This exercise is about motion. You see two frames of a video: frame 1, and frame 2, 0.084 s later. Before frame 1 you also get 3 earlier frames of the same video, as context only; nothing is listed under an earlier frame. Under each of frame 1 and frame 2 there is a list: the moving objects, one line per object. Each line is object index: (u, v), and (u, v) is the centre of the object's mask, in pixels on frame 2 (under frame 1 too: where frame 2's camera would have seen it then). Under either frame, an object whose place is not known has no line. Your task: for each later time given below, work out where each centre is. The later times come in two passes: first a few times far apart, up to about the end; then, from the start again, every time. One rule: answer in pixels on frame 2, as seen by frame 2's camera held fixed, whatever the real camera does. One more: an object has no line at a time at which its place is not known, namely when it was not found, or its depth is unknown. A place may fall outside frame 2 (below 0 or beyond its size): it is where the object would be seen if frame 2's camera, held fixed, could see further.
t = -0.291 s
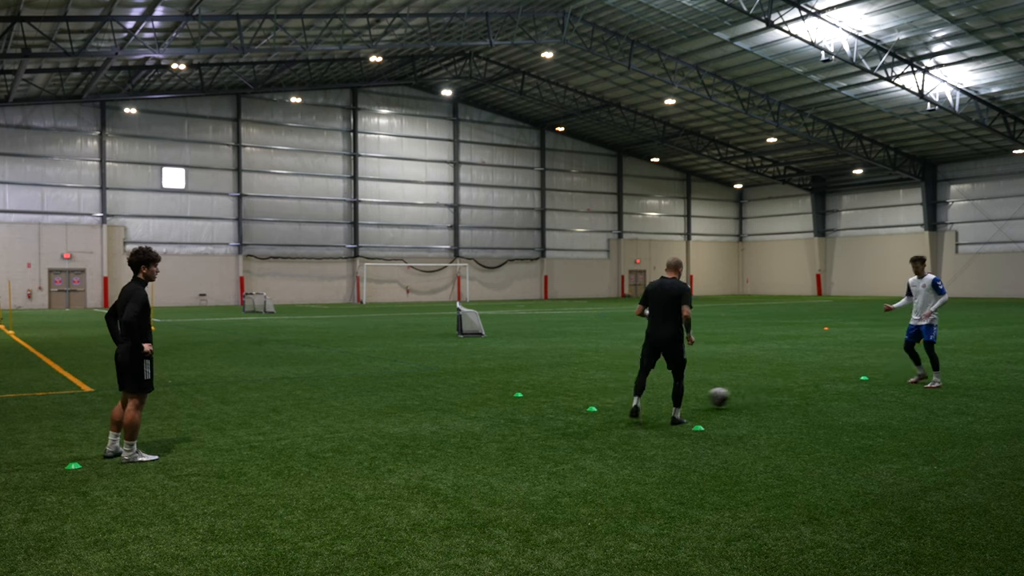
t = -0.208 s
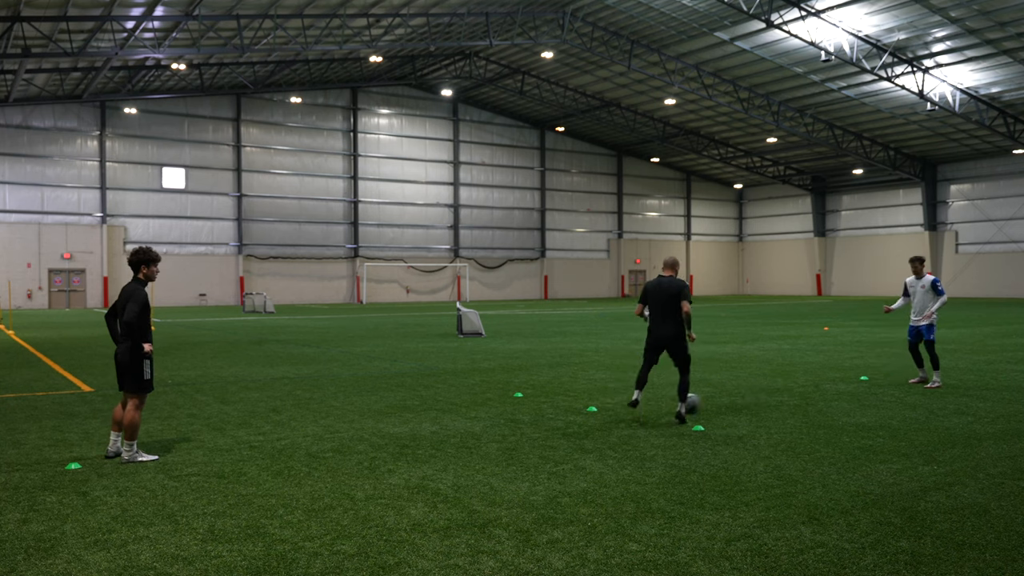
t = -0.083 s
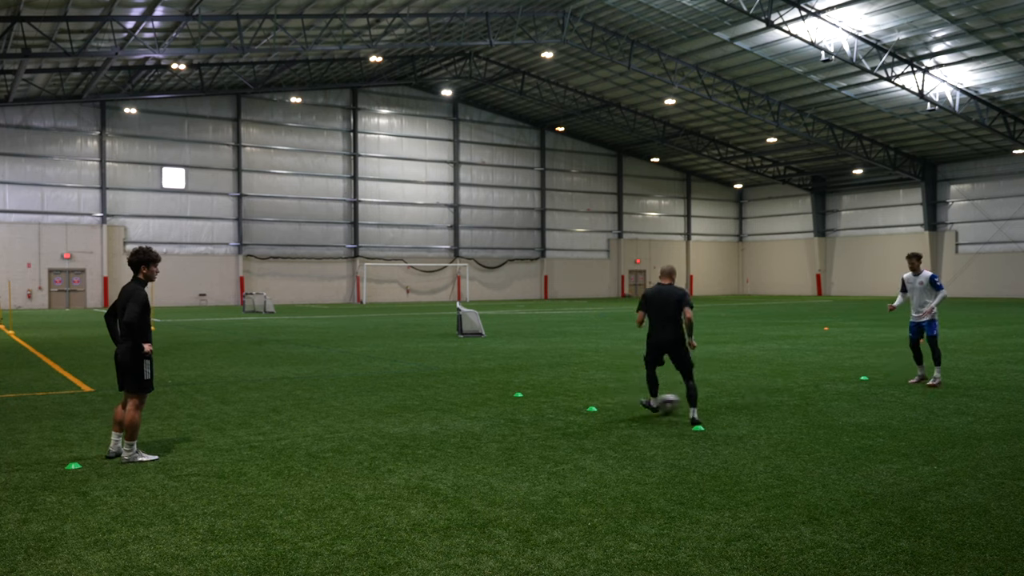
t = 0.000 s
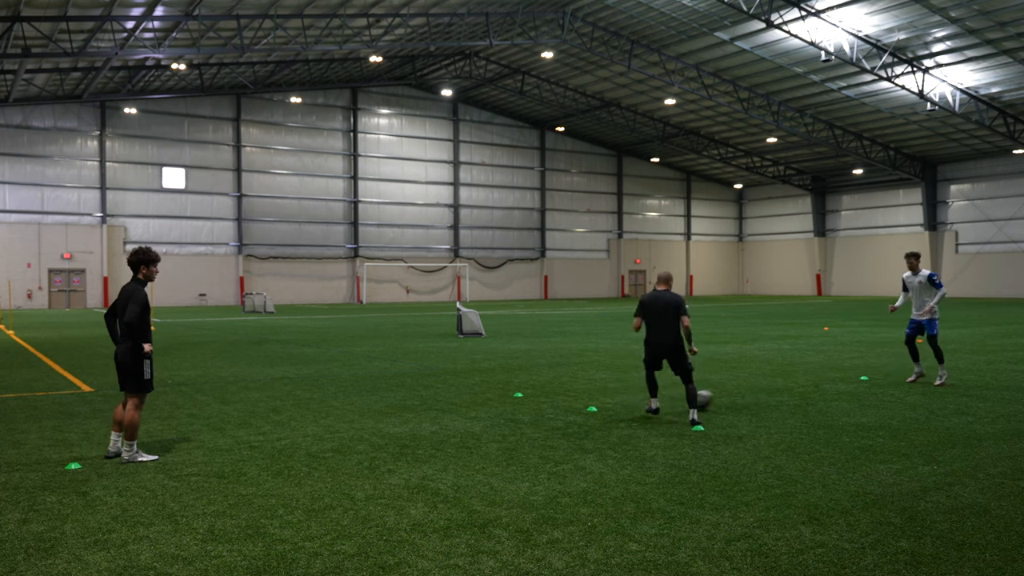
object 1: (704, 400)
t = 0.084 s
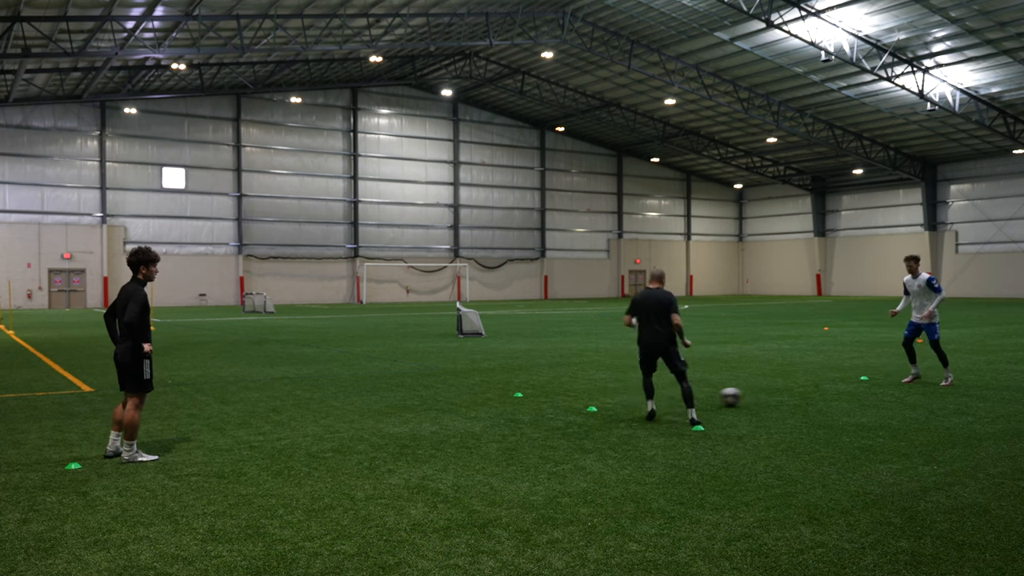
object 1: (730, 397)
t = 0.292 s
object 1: (786, 389)
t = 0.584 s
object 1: (840, 382)
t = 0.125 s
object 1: (744, 395)
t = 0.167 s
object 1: (755, 393)
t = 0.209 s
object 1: (767, 392)
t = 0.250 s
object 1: (777, 391)
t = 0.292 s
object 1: (786, 389)
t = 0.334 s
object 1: (795, 388)
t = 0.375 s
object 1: (804, 387)
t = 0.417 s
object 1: (811, 386)
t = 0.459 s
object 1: (819, 385)
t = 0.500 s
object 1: (827, 384)
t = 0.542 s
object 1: (834, 382)
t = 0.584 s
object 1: (840, 382)
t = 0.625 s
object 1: (847, 381)
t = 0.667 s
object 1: (853, 380)
